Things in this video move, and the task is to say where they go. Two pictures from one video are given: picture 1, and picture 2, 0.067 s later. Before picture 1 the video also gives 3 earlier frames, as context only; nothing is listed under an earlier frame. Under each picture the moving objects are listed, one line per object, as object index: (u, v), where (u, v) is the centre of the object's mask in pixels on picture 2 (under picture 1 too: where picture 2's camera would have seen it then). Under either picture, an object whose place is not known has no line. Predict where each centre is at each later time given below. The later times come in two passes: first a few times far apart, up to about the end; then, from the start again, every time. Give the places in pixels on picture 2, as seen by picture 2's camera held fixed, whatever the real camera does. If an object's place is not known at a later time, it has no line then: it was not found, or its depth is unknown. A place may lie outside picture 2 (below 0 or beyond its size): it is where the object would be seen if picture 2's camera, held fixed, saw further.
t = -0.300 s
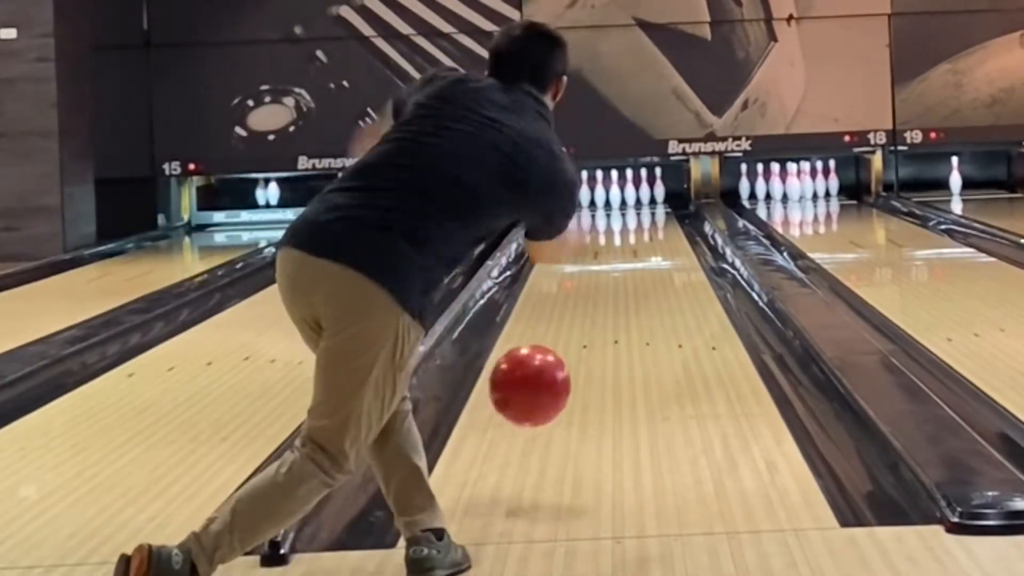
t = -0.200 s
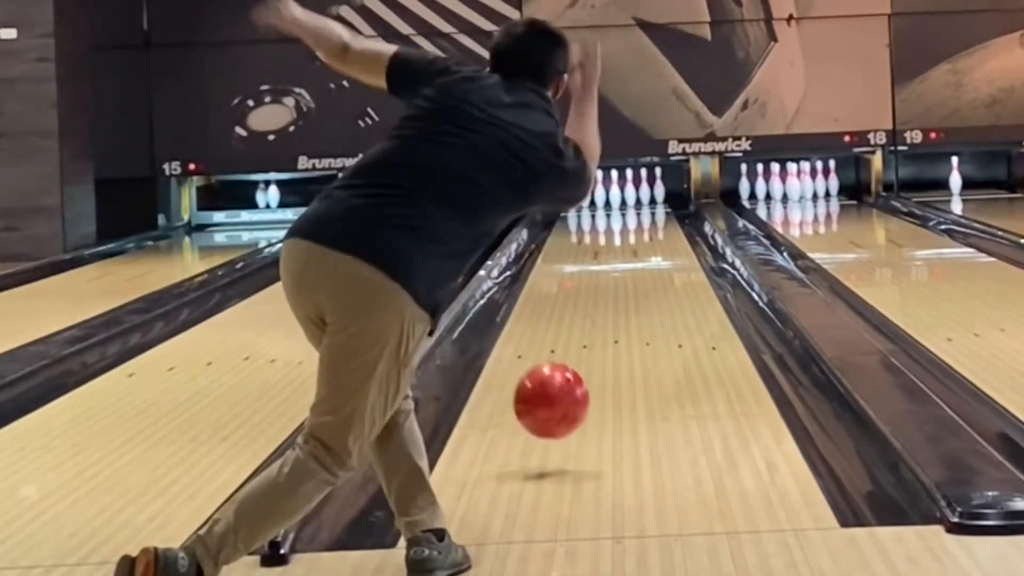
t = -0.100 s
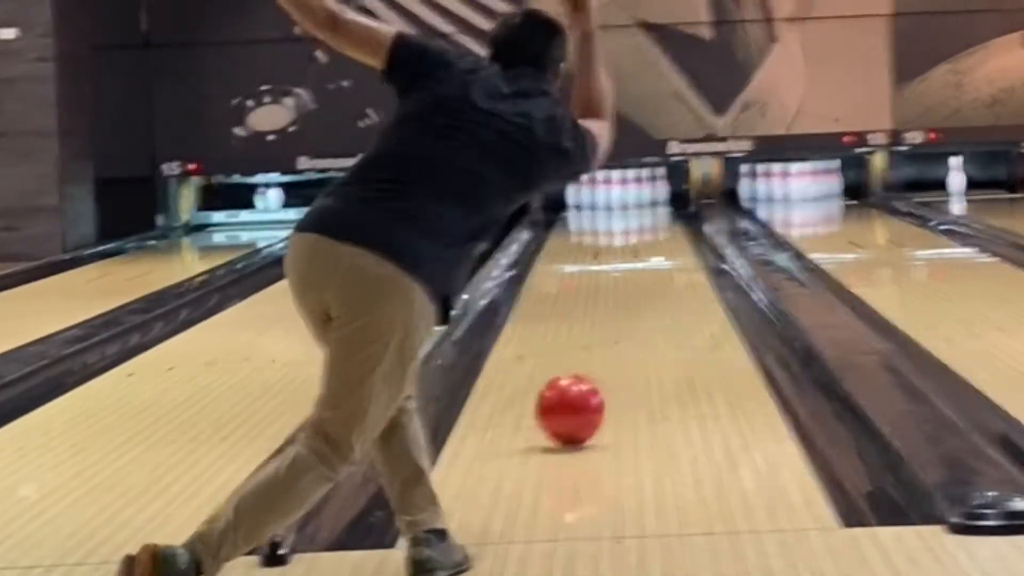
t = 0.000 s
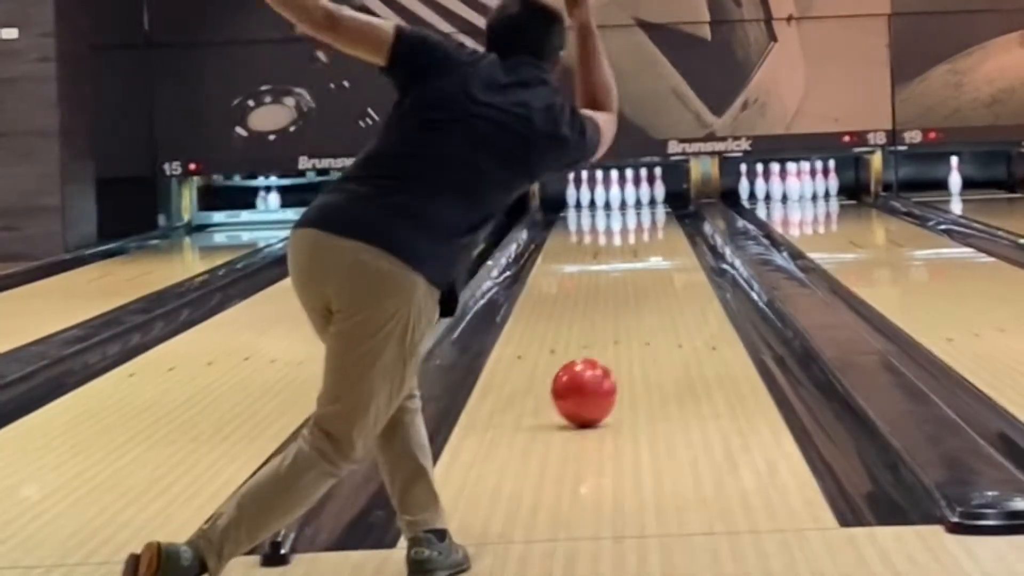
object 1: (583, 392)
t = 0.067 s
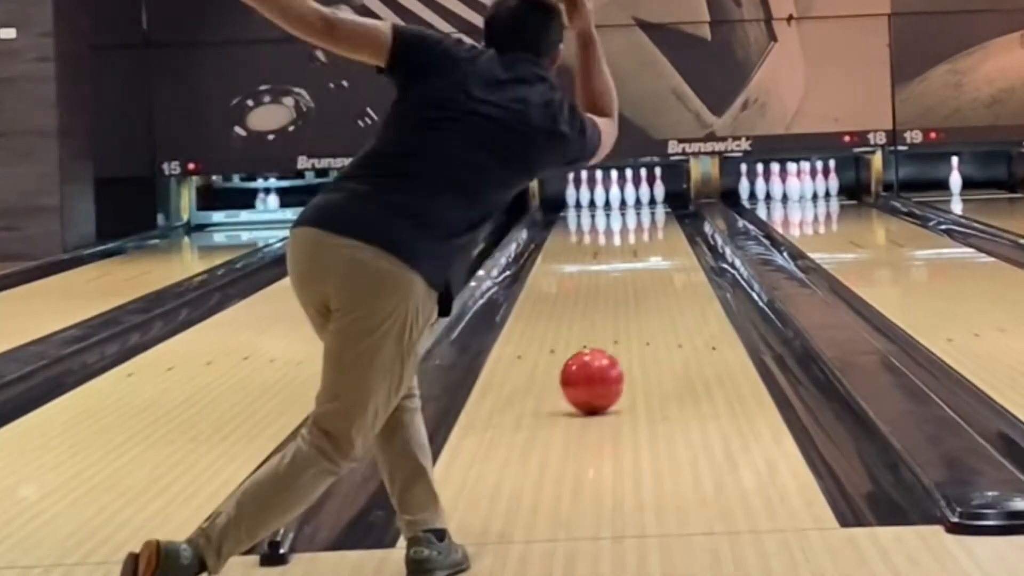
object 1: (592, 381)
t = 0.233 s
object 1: (610, 356)
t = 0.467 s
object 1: (629, 327)
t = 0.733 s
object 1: (645, 302)
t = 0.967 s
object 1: (655, 284)
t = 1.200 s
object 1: (663, 269)
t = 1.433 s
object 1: (669, 256)
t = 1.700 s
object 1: (673, 244)
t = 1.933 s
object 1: (675, 234)
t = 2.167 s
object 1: (676, 227)
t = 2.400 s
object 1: (675, 220)
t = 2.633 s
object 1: (673, 214)
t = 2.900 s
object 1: (668, 209)
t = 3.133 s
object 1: (661, 205)
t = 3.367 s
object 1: (651, 201)
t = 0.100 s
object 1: (596, 376)
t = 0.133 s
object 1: (600, 370)
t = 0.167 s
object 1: (603, 365)
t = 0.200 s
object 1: (607, 360)
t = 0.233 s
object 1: (610, 356)
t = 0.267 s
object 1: (613, 352)
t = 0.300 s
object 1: (616, 347)
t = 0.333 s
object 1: (619, 343)
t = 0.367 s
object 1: (622, 338)
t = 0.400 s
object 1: (624, 335)
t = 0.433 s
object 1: (627, 331)
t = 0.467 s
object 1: (629, 327)
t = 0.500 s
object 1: (632, 323)
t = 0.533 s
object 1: (633, 320)
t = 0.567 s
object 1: (636, 316)
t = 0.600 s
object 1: (638, 313)
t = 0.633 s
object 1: (640, 311)
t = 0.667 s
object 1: (642, 308)
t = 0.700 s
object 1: (643, 305)
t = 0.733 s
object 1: (645, 302)
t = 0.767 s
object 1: (647, 299)
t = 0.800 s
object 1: (648, 297)
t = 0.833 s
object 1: (650, 294)
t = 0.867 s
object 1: (651, 291)
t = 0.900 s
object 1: (653, 289)
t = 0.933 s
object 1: (654, 287)
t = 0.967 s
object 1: (655, 284)
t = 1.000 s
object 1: (657, 282)
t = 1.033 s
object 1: (658, 280)
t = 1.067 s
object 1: (659, 277)
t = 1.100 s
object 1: (660, 275)
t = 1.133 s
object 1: (661, 273)
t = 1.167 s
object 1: (662, 271)
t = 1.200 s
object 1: (663, 269)
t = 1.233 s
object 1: (664, 267)
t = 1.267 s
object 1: (665, 265)
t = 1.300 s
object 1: (666, 263)
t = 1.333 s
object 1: (666, 262)
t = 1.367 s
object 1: (668, 260)
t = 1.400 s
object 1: (668, 258)
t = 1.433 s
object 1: (669, 256)
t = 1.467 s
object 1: (670, 255)
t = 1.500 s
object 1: (670, 253)
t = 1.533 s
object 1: (671, 252)
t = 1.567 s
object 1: (672, 250)
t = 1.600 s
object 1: (672, 248)
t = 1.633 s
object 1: (673, 247)
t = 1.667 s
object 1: (673, 245)
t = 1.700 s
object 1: (673, 244)
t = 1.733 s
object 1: (674, 243)
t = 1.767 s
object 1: (674, 241)
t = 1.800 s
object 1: (675, 239)
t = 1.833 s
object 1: (675, 238)
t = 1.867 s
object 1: (675, 237)
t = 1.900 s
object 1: (675, 236)
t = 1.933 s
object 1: (675, 234)
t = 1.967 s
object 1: (676, 233)
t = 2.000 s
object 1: (676, 232)
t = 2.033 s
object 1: (676, 231)
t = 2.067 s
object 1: (676, 230)
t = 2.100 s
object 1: (676, 229)
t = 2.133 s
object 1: (676, 228)
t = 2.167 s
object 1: (676, 227)
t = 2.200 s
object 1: (676, 226)
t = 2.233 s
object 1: (676, 225)
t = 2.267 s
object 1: (676, 224)
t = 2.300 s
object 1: (676, 223)
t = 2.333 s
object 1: (676, 222)
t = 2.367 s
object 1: (676, 221)
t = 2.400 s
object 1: (675, 220)
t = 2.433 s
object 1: (675, 219)
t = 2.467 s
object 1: (674, 218)
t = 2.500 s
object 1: (674, 218)
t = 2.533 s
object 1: (673, 216)
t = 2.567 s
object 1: (673, 216)
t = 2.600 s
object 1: (673, 215)
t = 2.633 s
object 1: (673, 214)
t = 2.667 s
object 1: (672, 214)
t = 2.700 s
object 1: (672, 213)
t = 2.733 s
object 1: (671, 212)
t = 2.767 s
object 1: (670, 212)
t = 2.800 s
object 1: (669, 211)
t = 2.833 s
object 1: (669, 210)
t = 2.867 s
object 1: (668, 209)
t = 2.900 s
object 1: (668, 209)
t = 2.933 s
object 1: (666, 208)
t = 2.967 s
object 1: (665, 207)
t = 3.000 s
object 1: (665, 207)
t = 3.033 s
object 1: (663, 206)
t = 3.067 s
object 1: (662, 206)
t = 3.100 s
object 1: (662, 206)
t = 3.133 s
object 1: (661, 205)
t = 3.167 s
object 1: (660, 204)
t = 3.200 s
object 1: (659, 204)
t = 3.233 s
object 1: (657, 203)
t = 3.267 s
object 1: (656, 202)
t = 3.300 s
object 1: (654, 201)
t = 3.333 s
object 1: (652, 201)
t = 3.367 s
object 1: (651, 201)
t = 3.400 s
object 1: (650, 200)
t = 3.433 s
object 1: (649, 200)
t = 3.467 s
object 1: (647, 201)
